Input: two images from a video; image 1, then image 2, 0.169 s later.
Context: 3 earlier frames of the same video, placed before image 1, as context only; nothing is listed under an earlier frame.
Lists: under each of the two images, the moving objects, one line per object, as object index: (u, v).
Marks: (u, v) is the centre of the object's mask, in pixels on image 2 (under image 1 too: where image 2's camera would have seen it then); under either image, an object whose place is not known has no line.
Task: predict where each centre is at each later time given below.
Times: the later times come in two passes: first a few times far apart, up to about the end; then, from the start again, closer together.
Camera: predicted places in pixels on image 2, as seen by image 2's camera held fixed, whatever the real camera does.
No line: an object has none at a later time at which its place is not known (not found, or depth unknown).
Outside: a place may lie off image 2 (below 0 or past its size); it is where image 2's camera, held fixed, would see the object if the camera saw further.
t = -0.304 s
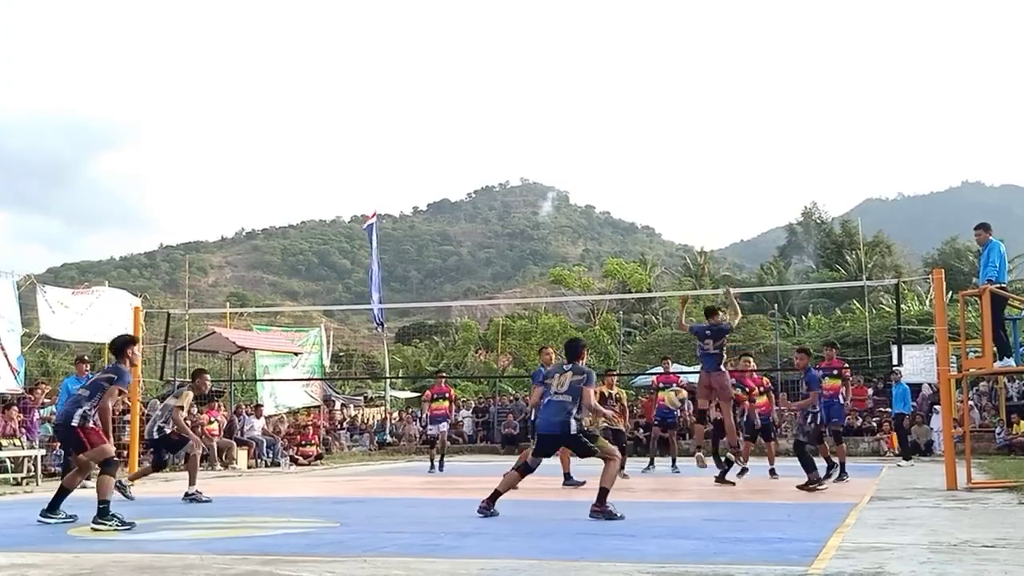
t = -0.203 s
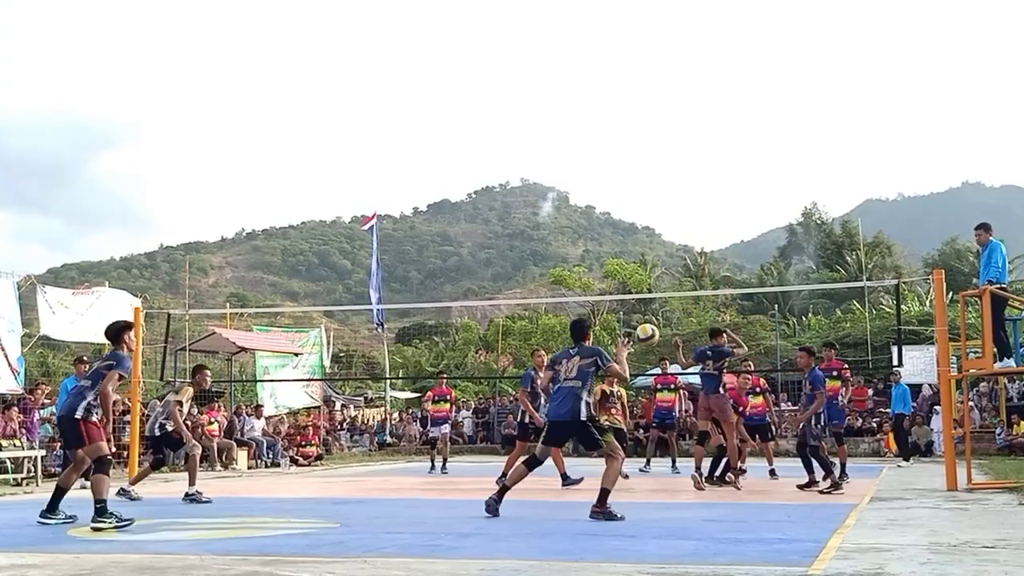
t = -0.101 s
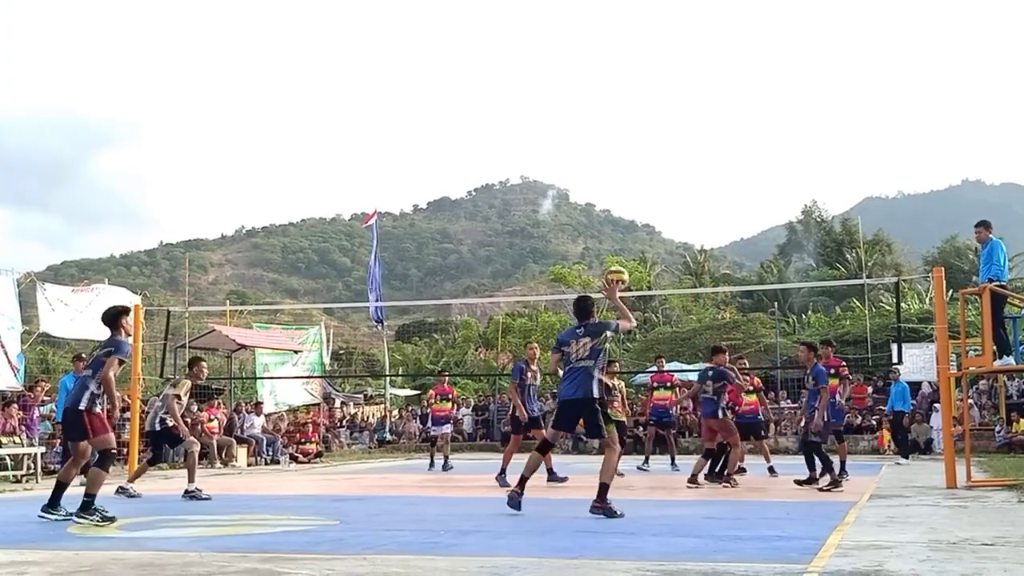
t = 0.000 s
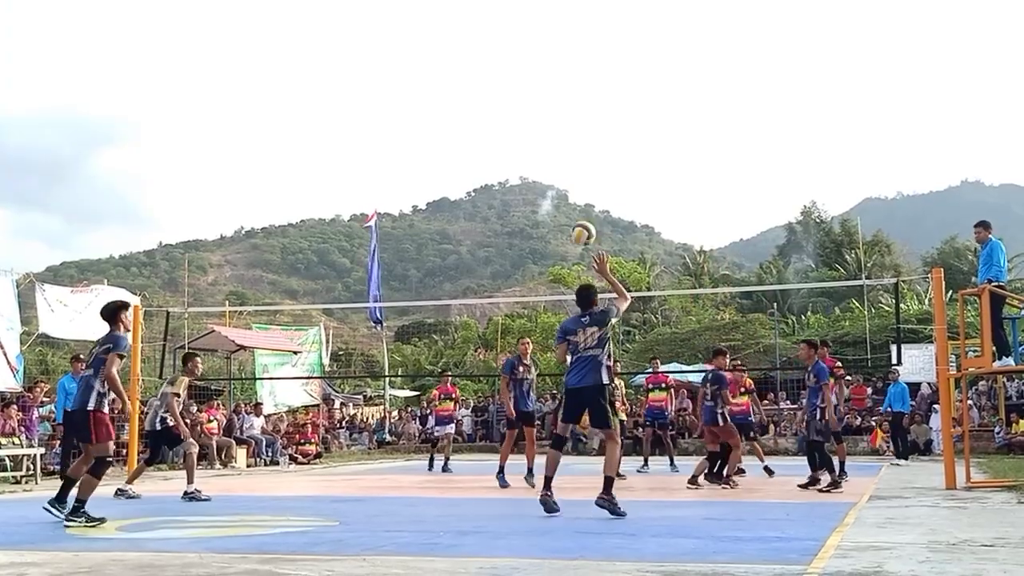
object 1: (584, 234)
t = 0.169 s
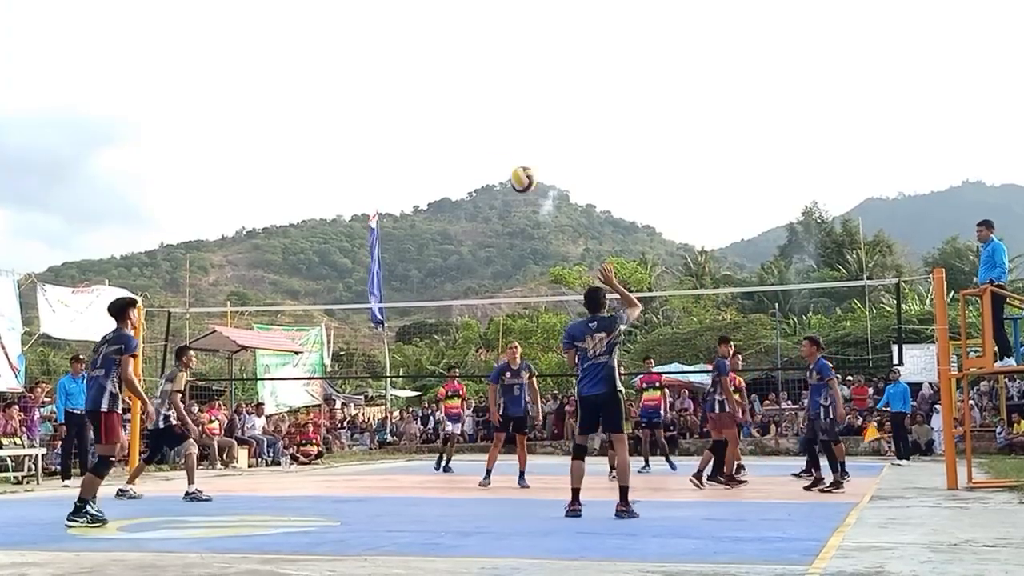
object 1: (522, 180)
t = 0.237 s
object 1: (495, 167)
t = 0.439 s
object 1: (404, 163)
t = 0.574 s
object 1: (331, 195)
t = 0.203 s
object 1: (509, 173)
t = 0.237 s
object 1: (495, 167)
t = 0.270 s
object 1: (481, 162)
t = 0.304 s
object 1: (467, 159)
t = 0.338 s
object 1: (452, 158)
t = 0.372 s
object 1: (436, 158)
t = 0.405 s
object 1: (421, 159)
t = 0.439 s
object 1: (404, 163)
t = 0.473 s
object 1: (387, 168)
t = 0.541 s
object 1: (350, 184)
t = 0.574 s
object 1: (331, 195)
